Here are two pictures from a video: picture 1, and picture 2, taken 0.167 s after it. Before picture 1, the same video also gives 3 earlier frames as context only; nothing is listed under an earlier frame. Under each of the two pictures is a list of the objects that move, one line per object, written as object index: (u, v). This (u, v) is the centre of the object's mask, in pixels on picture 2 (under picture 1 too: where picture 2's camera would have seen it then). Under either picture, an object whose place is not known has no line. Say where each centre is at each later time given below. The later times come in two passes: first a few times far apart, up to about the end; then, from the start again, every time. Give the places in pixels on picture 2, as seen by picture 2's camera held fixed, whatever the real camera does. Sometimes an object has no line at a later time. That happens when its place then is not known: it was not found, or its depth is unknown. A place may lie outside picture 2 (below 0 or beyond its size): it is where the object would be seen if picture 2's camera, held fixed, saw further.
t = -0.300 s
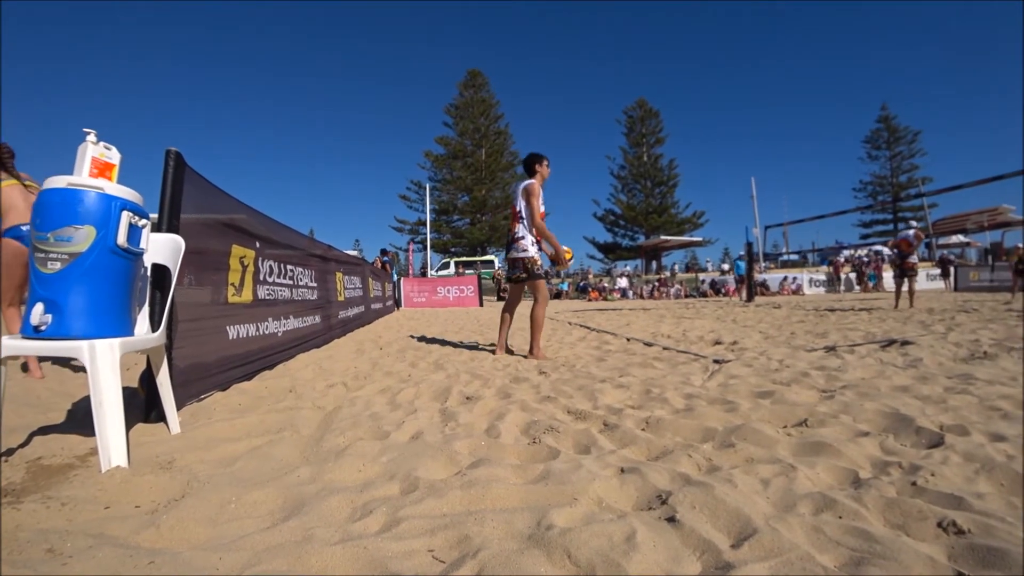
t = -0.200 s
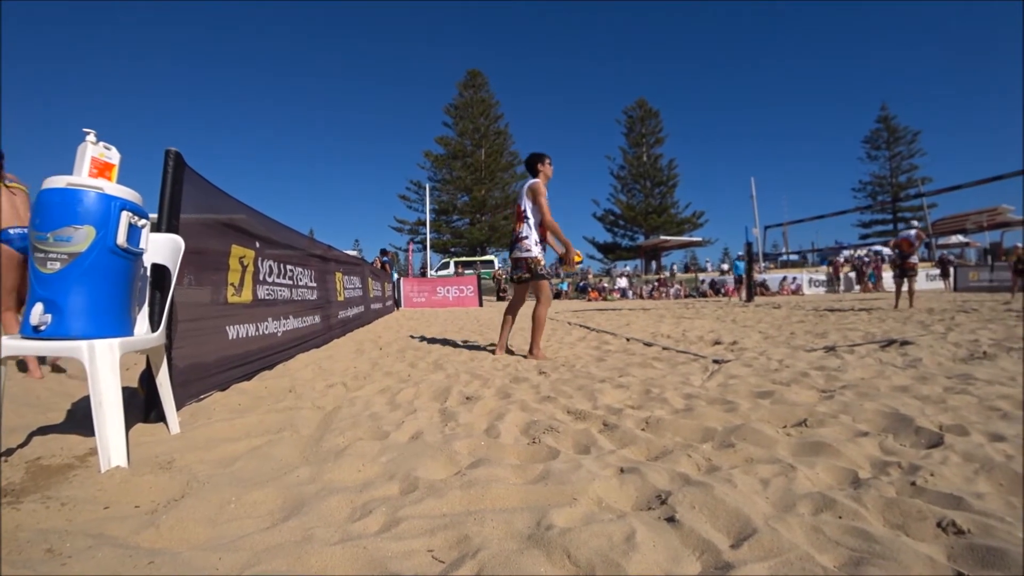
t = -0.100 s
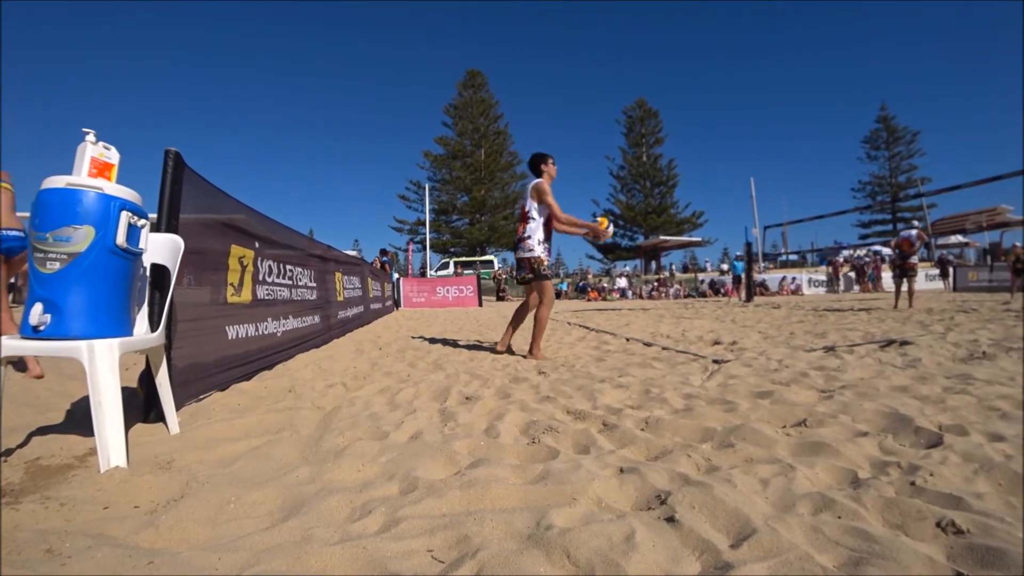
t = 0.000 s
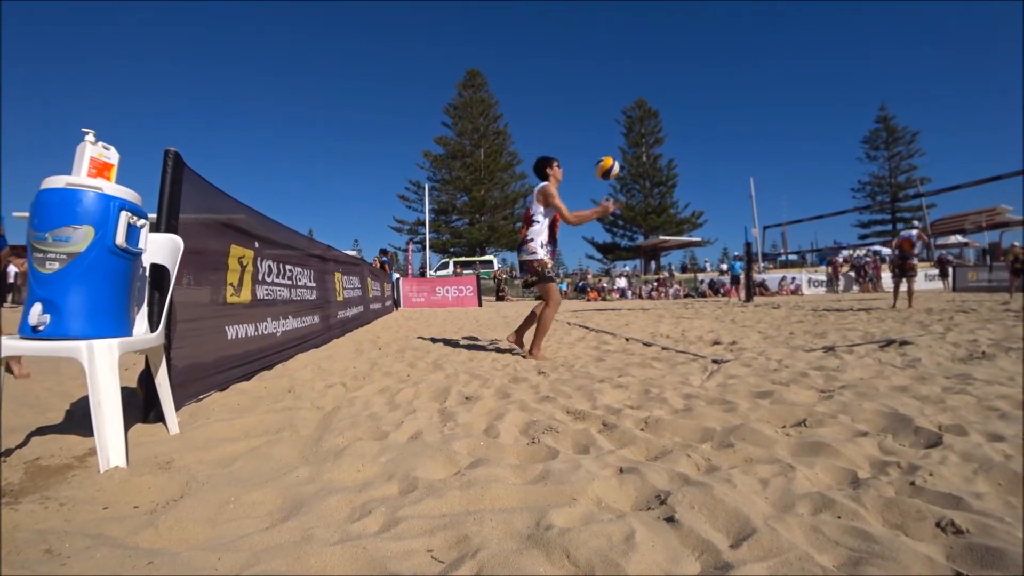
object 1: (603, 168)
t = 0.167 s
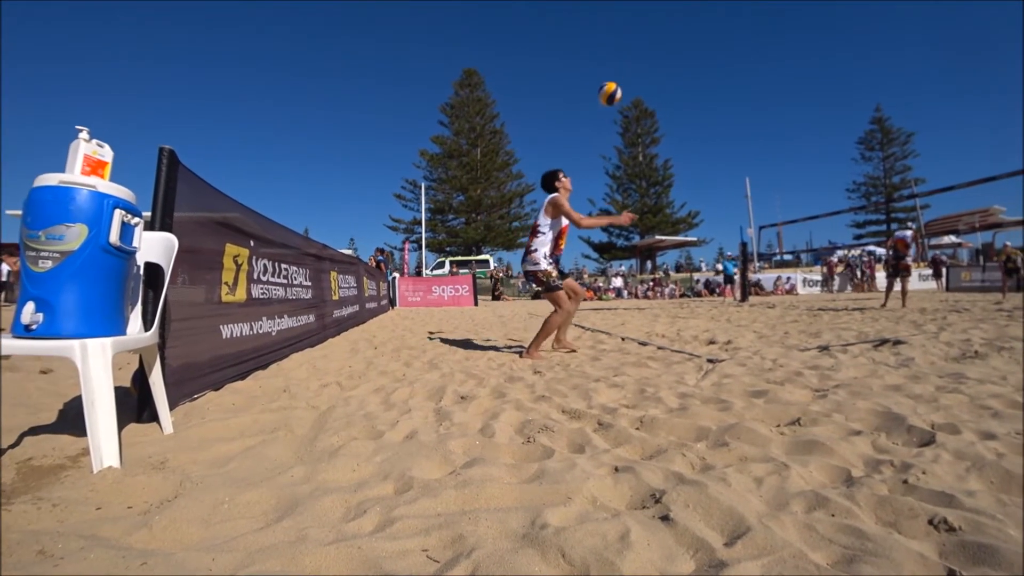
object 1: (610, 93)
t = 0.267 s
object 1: (614, 65)
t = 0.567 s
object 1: (632, 40)
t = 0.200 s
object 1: (611, 83)
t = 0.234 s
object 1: (612, 74)
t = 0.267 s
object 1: (614, 65)
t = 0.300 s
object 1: (615, 58)
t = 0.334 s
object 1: (617, 52)
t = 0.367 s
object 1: (620, 47)
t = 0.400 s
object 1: (622, 44)
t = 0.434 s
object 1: (623, 41)
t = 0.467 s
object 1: (625, 39)
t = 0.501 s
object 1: (628, 38)
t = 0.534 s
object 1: (630, 38)
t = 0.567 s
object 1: (632, 40)
